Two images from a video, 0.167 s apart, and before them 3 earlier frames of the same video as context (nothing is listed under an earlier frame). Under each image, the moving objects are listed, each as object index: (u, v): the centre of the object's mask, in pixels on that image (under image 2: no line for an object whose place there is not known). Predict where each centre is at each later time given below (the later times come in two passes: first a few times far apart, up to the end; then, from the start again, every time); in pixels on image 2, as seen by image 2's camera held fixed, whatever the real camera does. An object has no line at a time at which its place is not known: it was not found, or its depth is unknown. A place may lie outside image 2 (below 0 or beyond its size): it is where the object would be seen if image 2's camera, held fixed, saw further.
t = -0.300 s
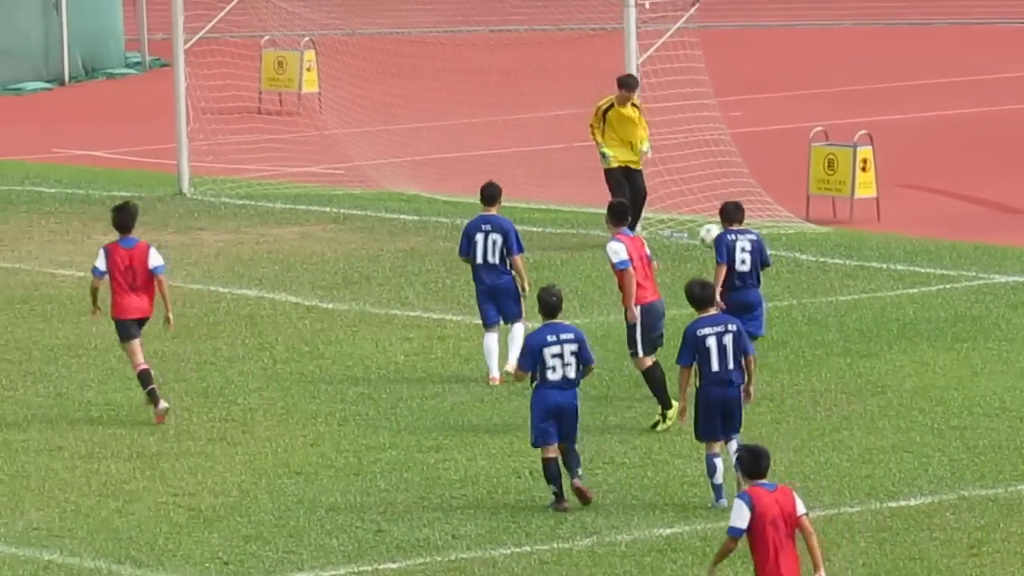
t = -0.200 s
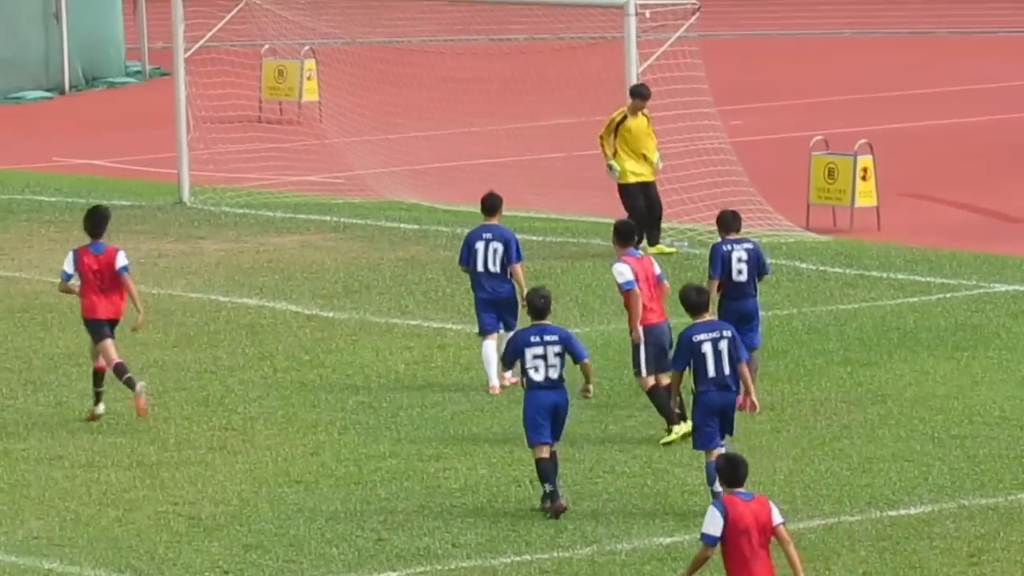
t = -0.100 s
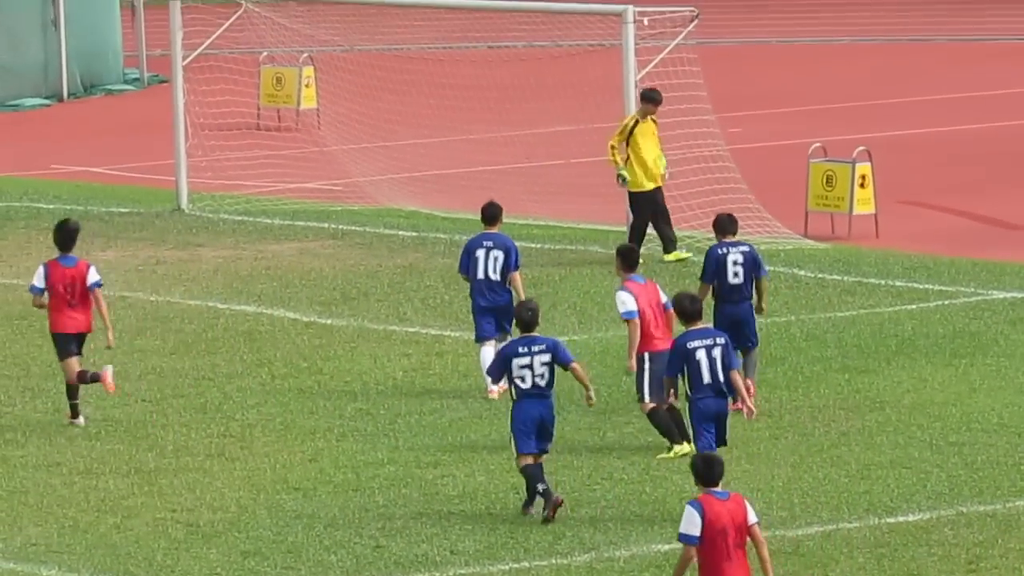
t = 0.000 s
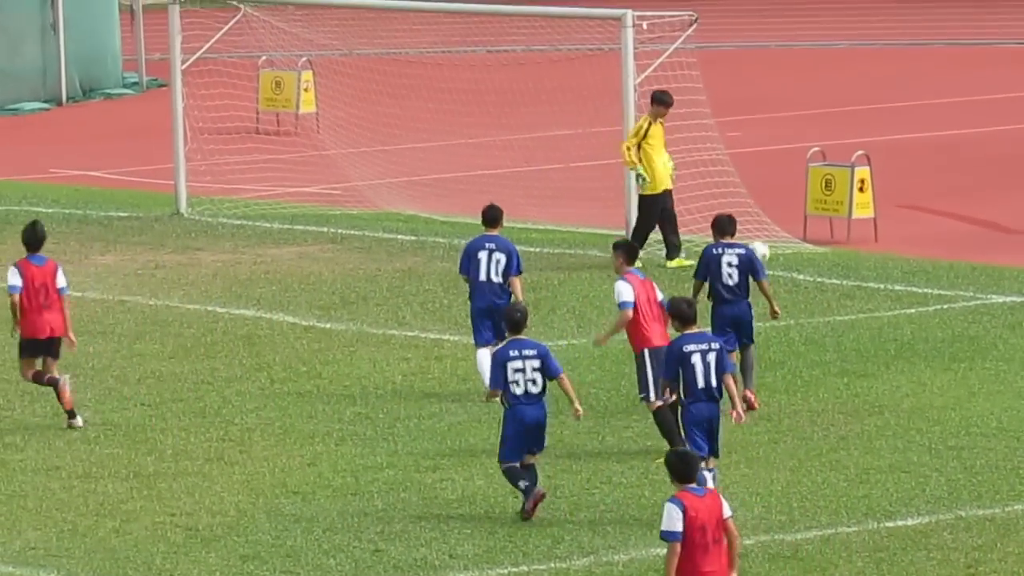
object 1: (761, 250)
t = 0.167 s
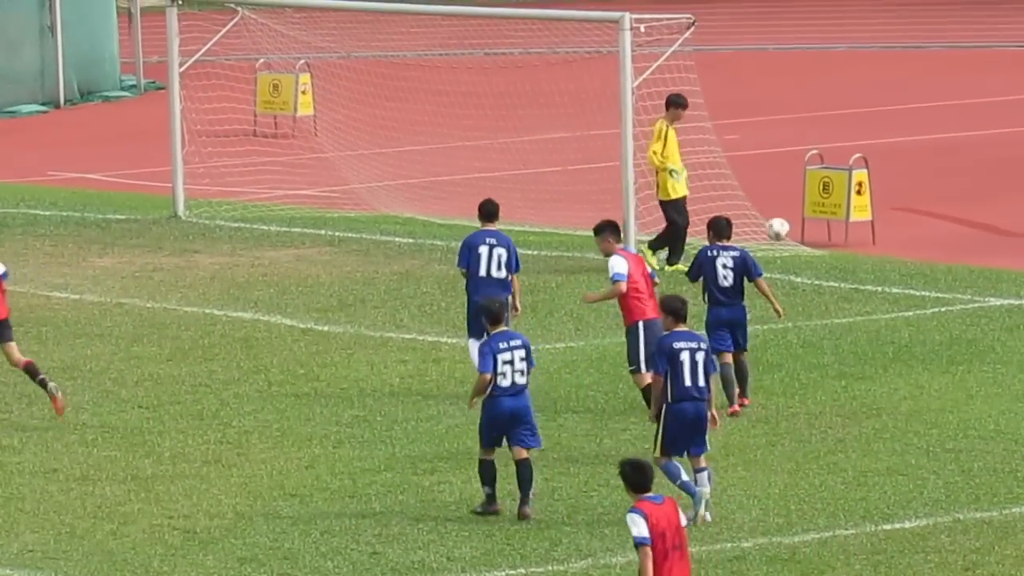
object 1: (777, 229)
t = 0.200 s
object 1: (783, 228)
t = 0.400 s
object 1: (811, 245)
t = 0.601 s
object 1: (840, 223)
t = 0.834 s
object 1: (878, 235)
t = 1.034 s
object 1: (934, 209)
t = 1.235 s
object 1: (995, 222)
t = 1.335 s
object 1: (1022, 220)
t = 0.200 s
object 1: (783, 228)
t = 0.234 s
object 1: (787, 227)
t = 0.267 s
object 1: (792, 229)
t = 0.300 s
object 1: (796, 231)
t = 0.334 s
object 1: (801, 234)
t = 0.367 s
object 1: (806, 239)
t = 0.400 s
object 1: (811, 245)
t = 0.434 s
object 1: (816, 249)
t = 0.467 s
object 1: (821, 243)
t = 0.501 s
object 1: (826, 236)
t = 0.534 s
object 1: (831, 231)
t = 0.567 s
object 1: (836, 227)
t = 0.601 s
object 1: (840, 223)
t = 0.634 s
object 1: (845, 221)
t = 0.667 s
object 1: (851, 221)
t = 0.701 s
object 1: (856, 220)
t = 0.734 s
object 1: (862, 222)
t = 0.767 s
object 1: (867, 226)
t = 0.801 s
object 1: (872, 229)
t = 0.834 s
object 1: (878, 235)
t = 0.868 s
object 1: (884, 230)
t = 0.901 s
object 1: (894, 223)
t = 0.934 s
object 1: (904, 218)
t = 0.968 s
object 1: (914, 214)
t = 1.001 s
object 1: (923, 212)
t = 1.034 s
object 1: (934, 209)
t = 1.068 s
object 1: (944, 208)
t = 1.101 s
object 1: (954, 210)
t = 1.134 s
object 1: (965, 211)
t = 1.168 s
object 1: (975, 212)
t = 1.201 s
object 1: (985, 217)
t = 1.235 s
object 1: (995, 222)
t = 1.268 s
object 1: (1005, 227)
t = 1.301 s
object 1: (1014, 227)
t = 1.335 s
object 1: (1022, 220)
